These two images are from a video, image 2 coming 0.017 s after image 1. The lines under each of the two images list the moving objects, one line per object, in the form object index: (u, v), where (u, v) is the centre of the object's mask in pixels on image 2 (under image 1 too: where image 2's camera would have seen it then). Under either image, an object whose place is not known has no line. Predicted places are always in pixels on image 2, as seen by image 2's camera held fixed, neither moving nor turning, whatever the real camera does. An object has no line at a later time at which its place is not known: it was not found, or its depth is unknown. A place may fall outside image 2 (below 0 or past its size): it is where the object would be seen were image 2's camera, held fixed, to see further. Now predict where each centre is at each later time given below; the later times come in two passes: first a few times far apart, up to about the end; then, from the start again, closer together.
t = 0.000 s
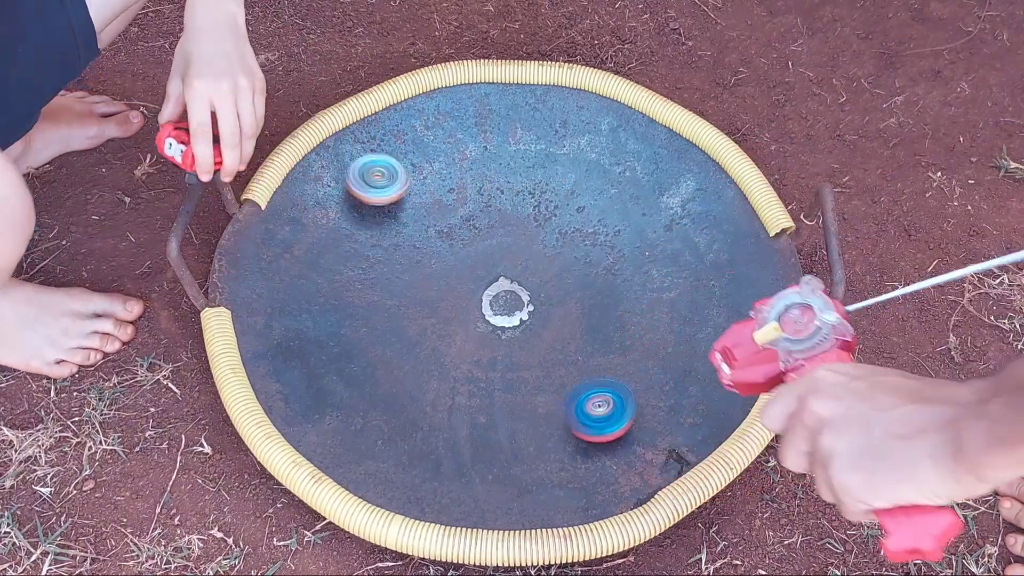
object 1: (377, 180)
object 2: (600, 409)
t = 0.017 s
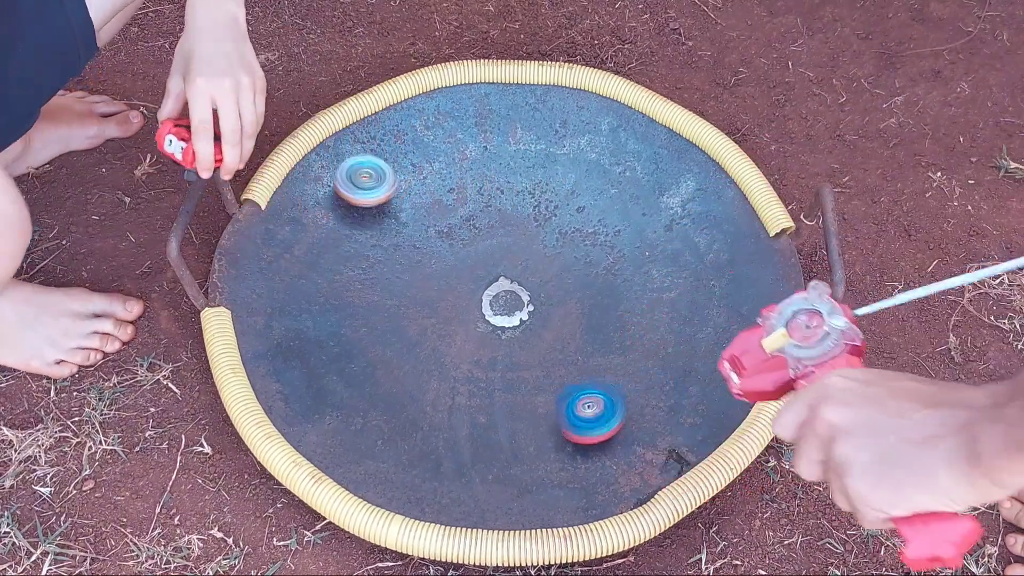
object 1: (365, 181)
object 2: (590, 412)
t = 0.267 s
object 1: (234, 264)
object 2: (434, 425)
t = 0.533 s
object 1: (457, 320)
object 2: (367, 447)
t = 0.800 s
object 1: (561, 218)
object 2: (399, 431)
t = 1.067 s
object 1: (527, 107)
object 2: (367, 320)
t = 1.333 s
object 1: (423, 127)
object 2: (294, 225)
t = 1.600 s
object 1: (435, 253)
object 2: (255, 257)
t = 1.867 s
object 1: (556, 323)
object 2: (425, 285)
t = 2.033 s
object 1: (637, 312)
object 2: (516, 204)
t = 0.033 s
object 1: (353, 182)
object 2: (579, 414)
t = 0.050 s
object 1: (342, 185)
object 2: (568, 413)
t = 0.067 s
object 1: (332, 188)
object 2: (558, 415)
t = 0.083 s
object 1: (321, 191)
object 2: (548, 415)
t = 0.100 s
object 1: (310, 195)
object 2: (537, 416)
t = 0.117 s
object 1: (300, 199)
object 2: (525, 417)
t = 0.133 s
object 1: (290, 204)
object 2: (514, 418)
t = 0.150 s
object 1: (280, 210)
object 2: (503, 418)
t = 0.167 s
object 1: (271, 217)
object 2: (492, 419)
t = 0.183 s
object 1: (263, 224)
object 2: (481, 419)
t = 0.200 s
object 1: (255, 231)
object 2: (471, 420)
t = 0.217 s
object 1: (248, 238)
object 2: (461, 421)
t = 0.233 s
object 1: (243, 246)
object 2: (452, 423)
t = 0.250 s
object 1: (238, 255)
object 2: (443, 423)
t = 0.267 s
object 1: (234, 264)
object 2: (434, 425)
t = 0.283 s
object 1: (232, 273)
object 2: (426, 427)
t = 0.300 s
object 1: (246, 278)
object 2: (418, 428)
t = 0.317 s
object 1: (262, 284)
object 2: (411, 429)
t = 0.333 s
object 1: (279, 293)
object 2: (405, 431)
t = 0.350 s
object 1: (297, 301)
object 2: (399, 433)
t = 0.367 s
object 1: (314, 312)
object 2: (394, 434)
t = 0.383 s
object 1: (330, 315)
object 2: (390, 436)
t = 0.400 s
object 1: (345, 318)
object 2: (386, 438)
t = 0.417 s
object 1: (361, 323)
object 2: (382, 440)
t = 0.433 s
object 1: (375, 325)
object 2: (379, 441)
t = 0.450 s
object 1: (391, 324)
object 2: (375, 442)
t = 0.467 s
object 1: (406, 325)
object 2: (373, 444)
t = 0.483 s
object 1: (420, 325)
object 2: (371, 445)
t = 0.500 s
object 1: (433, 323)
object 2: (370, 446)
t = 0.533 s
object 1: (457, 320)
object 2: (367, 447)
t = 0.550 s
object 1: (468, 316)
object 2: (367, 448)
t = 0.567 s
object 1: (478, 311)
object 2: (367, 448)
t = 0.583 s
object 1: (486, 307)
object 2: (368, 448)
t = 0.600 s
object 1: (495, 299)
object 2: (369, 448)
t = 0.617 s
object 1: (503, 294)
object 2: (370, 448)
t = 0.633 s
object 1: (509, 287)
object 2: (372, 448)
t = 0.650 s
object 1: (516, 281)
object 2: (374, 447)
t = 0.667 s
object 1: (524, 275)
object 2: (377, 447)
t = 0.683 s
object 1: (531, 269)
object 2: (381, 447)
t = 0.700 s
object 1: (538, 262)
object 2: (384, 447)
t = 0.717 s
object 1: (543, 255)
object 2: (388, 446)
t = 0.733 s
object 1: (548, 248)
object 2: (391, 445)
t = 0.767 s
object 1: (556, 233)
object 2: (396, 440)
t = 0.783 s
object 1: (559, 225)
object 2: (398, 436)
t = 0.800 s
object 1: (561, 218)
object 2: (399, 431)
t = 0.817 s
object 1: (563, 210)
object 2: (401, 425)
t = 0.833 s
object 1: (564, 203)
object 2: (401, 419)
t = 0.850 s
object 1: (564, 195)
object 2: (401, 413)
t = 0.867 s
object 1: (565, 187)
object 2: (401, 408)
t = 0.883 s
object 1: (564, 179)
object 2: (399, 401)
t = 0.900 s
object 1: (563, 172)
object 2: (398, 394)
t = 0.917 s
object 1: (562, 164)
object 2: (396, 387)
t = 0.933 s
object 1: (560, 157)
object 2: (394, 380)
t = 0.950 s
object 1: (558, 149)
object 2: (393, 374)
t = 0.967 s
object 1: (555, 141)
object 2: (390, 366)
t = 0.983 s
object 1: (552, 134)
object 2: (387, 358)
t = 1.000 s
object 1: (548, 128)
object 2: (384, 351)
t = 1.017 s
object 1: (543, 122)
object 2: (379, 343)
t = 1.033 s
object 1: (538, 116)
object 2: (376, 335)
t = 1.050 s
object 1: (533, 111)
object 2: (372, 327)
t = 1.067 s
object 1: (527, 107)
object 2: (367, 320)
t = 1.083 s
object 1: (522, 103)
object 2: (363, 311)
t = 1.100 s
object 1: (515, 100)
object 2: (358, 304)
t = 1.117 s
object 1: (509, 98)
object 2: (353, 295)
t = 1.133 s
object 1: (501, 96)
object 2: (348, 288)
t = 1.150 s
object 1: (495, 95)
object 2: (341, 279)
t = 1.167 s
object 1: (487, 95)
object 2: (335, 271)
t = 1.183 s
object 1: (479, 95)
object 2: (332, 265)
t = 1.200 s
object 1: (471, 96)
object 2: (327, 261)
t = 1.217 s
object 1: (465, 98)
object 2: (324, 255)
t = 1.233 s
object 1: (458, 100)
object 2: (319, 250)
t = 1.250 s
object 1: (451, 103)
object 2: (316, 245)
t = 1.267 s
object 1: (445, 106)
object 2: (311, 241)
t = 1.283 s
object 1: (439, 111)
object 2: (307, 235)
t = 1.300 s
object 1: (433, 115)
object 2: (302, 231)
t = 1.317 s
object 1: (428, 121)
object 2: (298, 229)
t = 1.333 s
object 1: (423, 127)
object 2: (294, 225)
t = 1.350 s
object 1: (419, 134)
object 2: (290, 223)
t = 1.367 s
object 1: (416, 141)
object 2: (287, 223)
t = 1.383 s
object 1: (414, 148)
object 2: (283, 222)
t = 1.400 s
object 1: (412, 156)
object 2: (279, 221)
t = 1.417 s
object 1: (410, 162)
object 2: (275, 221)
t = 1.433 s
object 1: (408, 171)
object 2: (272, 222)
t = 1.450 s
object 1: (408, 179)
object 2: (269, 223)
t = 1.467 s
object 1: (409, 188)
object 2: (265, 226)
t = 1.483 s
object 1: (410, 196)
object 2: (261, 228)
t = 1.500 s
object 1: (411, 205)
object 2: (259, 230)
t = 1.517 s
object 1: (414, 213)
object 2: (256, 233)
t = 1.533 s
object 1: (417, 221)
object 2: (253, 236)
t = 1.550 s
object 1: (421, 229)
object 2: (251, 241)
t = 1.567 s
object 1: (424, 236)
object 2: (251, 245)
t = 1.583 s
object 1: (429, 246)
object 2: (252, 250)
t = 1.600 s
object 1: (435, 253)
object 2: (255, 257)
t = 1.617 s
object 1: (441, 260)
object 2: (259, 262)
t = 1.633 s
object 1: (447, 267)
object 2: (265, 268)
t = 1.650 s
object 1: (454, 274)
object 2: (272, 276)
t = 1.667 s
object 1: (461, 279)
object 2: (280, 282)
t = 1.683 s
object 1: (469, 283)
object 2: (289, 288)
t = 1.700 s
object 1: (475, 289)
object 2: (298, 293)
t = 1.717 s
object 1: (484, 294)
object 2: (309, 296)
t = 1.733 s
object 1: (492, 298)
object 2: (320, 298)
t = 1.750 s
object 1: (500, 300)
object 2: (332, 301)
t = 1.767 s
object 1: (507, 304)
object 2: (345, 301)
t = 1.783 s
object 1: (515, 308)
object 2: (357, 301)
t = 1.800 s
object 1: (523, 312)
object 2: (371, 301)
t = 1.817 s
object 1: (530, 315)
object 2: (385, 298)
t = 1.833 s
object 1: (538, 319)
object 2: (398, 294)
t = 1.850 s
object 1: (547, 322)
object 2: (412, 291)
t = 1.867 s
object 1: (556, 323)
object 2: (425, 285)
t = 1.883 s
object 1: (564, 324)
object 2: (438, 278)
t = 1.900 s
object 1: (573, 325)
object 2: (450, 273)
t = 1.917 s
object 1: (582, 325)
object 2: (460, 265)
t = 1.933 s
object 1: (589, 324)
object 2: (470, 257)
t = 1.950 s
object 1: (599, 324)
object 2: (479, 249)
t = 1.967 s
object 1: (608, 323)
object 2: (488, 241)
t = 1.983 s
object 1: (616, 320)
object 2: (496, 231)
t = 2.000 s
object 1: (624, 318)
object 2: (504, 223)
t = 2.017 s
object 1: (631, 316)
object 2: (510, 212)
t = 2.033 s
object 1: (637, 312)
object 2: (516, 204)
